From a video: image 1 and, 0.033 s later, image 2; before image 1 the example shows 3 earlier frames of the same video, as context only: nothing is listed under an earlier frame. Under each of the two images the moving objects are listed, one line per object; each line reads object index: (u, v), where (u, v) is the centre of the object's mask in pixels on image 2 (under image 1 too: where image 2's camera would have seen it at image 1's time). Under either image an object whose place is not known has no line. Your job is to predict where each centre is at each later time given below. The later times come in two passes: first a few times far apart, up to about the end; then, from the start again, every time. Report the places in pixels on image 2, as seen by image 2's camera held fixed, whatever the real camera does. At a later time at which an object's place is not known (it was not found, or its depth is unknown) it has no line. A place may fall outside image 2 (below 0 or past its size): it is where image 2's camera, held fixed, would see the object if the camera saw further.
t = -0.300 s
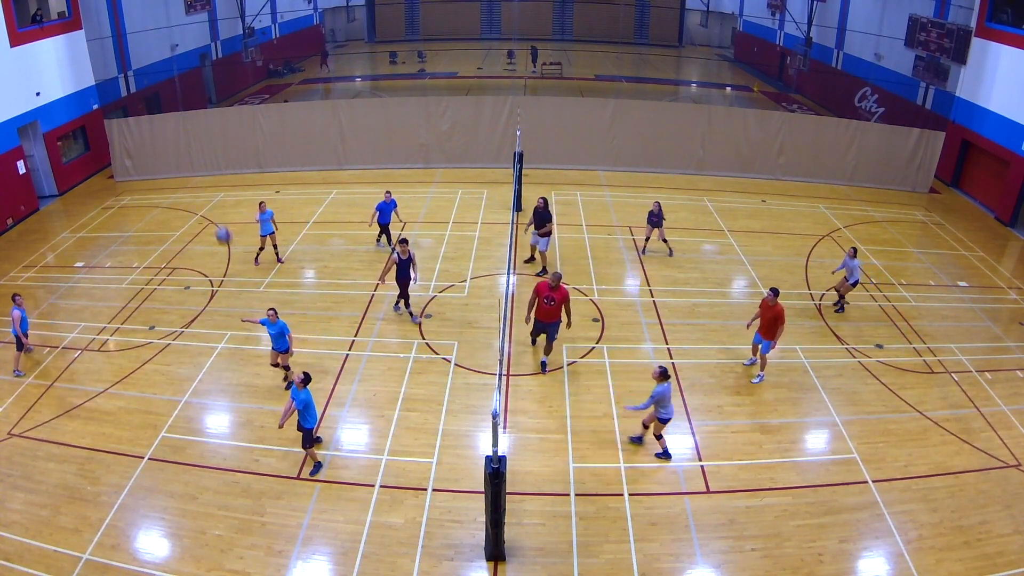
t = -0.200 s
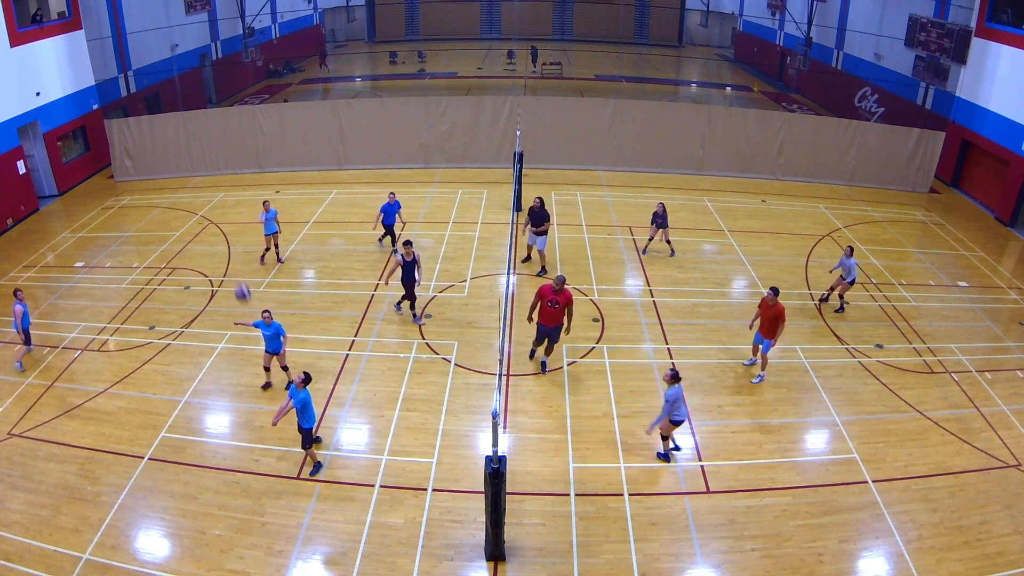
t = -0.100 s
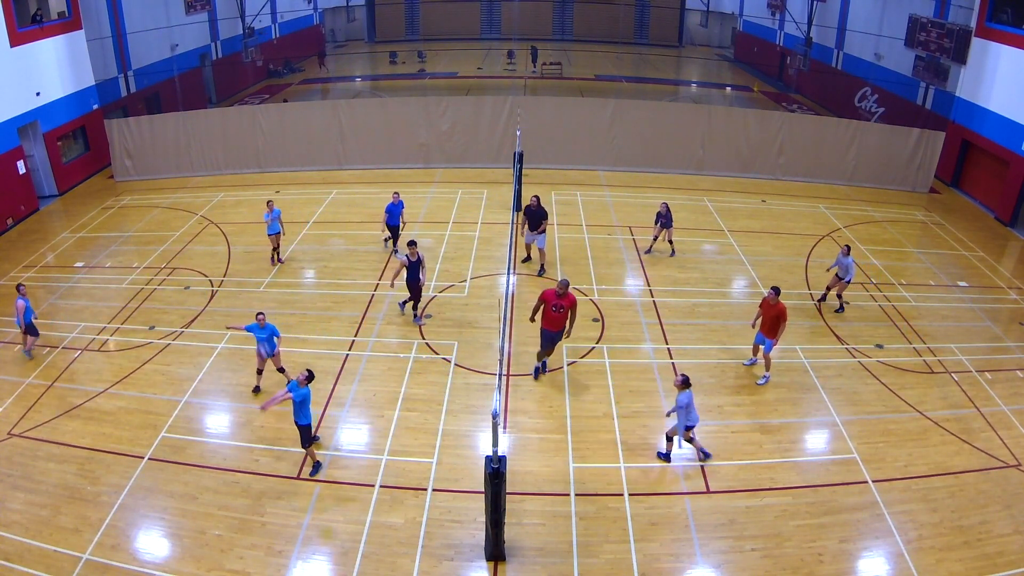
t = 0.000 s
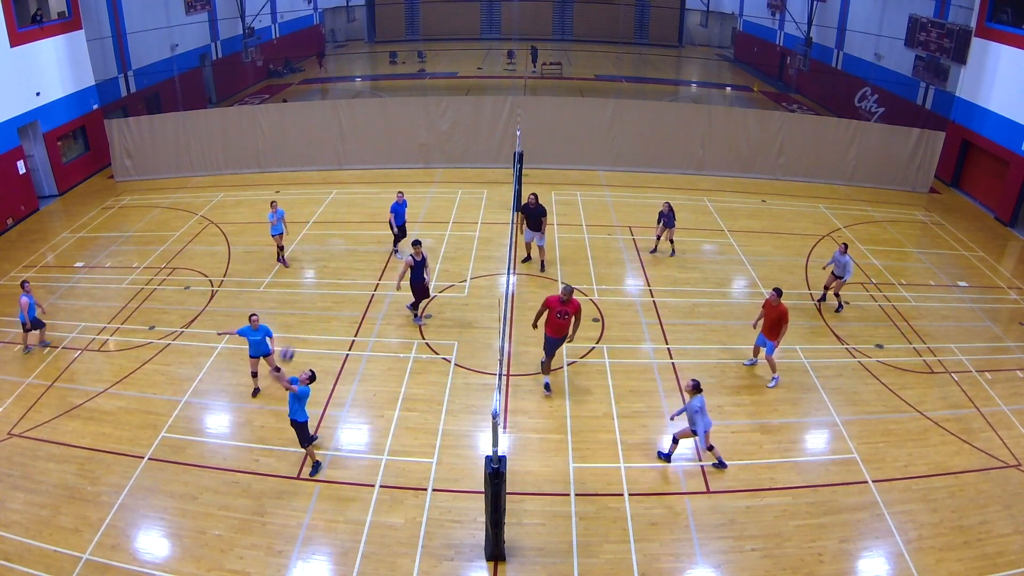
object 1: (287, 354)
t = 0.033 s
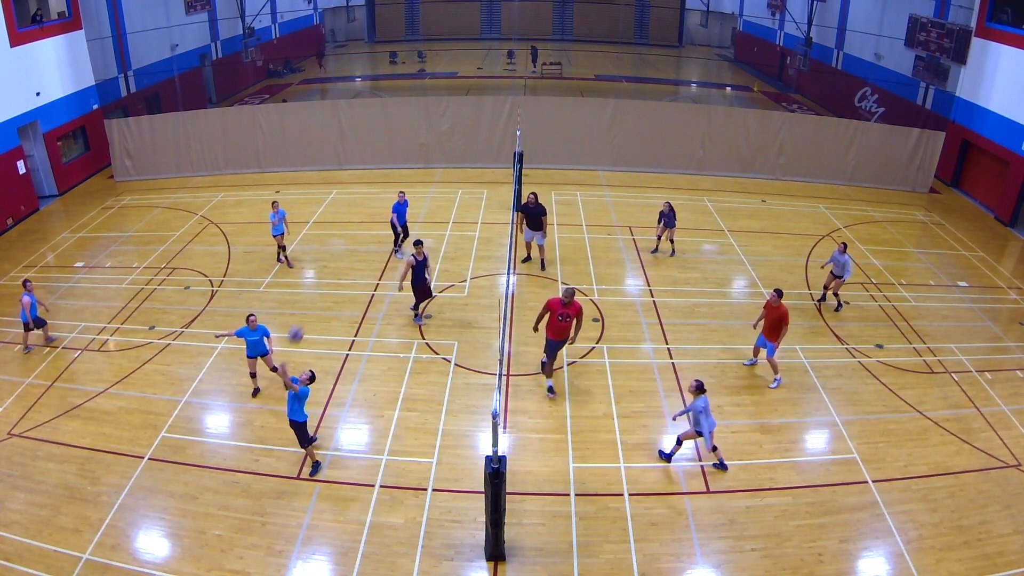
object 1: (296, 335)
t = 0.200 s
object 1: (346, 244)
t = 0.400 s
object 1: (411, 162)
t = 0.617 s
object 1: (479, 116)
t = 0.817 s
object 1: (532, 107)
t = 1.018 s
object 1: (576, 124)
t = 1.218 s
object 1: (612, 160)
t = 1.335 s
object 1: (627, 188)
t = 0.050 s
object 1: (300, 324)
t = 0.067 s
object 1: (305, 315)
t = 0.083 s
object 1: (309, 306)
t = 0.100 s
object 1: (315, 297)
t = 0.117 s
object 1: (320, 287)
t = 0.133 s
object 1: (324, 278)
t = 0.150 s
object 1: (330, 270)
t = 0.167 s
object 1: (335, 260)
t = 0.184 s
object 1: (341, 252)
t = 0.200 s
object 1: (346, 244)
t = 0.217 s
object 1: (351, 236)
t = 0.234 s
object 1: (357, 228)
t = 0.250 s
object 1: (362, 220)
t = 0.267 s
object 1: (367, 213)
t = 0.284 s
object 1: (373, 206)
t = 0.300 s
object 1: (378, 199)
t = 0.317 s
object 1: (384, 191)
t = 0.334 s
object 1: (389, 186)
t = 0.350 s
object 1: (395, 179)
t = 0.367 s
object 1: (400, 174)
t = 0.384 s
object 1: (406, 168)
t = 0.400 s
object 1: (411, 162)
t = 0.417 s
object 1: (417, 157)
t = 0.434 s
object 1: (422, 153)
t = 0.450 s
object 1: (428, 148)
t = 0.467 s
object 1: (433, 144)
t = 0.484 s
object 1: (438, 140)
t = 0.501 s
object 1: (443, 136)
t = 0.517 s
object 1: (448, 132)
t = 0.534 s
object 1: (453, 129)
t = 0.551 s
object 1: (459, 126)
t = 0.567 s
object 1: (464, 123)
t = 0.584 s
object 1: (469, 121)
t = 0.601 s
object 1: (474, 118)
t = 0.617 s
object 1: (479, 116)
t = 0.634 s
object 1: (483, 114)
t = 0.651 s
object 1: (487, 112)
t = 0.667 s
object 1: (492, 111)
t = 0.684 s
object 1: (498, 109)
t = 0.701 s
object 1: (503, 109)
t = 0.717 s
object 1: (507, 108)
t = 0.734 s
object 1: (511, 107)
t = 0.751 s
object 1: (515, 107)
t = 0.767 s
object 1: (519, 107)
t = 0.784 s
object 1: (524, 107)
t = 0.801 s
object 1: (528, 106)
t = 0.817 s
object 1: (532, 107)
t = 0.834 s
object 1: (536, 107)
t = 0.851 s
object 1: (541, 108)
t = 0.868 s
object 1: (544, 109)
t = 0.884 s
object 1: (548, 110)
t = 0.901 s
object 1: (552, 111)
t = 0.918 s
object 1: (556, 113)
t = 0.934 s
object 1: (560, 114)
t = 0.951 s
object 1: (563, 117)
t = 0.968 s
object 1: (566, 118)
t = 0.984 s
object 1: (569, 120)
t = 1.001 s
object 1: (573, 122)
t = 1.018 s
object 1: (576, 124)
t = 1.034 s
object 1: (580, 126)
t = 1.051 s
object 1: (583, 128)
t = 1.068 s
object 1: (586, 132)
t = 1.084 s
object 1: (589, 134)
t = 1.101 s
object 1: (592, 137)
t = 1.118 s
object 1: (595, 140)
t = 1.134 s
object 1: (598, 143)
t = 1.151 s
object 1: (601, 147)
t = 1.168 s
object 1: (604, 149)
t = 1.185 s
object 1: (607, 153)
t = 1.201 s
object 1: (609, 157)
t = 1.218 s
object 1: (612, 160)
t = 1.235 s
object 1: (614, 164)
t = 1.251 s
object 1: (616, 168)
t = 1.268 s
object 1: (619, 172)
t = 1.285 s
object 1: (621, 176)
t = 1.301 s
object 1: (623, 179)
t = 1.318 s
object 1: (626, 183)
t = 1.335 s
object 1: (627, 188)
